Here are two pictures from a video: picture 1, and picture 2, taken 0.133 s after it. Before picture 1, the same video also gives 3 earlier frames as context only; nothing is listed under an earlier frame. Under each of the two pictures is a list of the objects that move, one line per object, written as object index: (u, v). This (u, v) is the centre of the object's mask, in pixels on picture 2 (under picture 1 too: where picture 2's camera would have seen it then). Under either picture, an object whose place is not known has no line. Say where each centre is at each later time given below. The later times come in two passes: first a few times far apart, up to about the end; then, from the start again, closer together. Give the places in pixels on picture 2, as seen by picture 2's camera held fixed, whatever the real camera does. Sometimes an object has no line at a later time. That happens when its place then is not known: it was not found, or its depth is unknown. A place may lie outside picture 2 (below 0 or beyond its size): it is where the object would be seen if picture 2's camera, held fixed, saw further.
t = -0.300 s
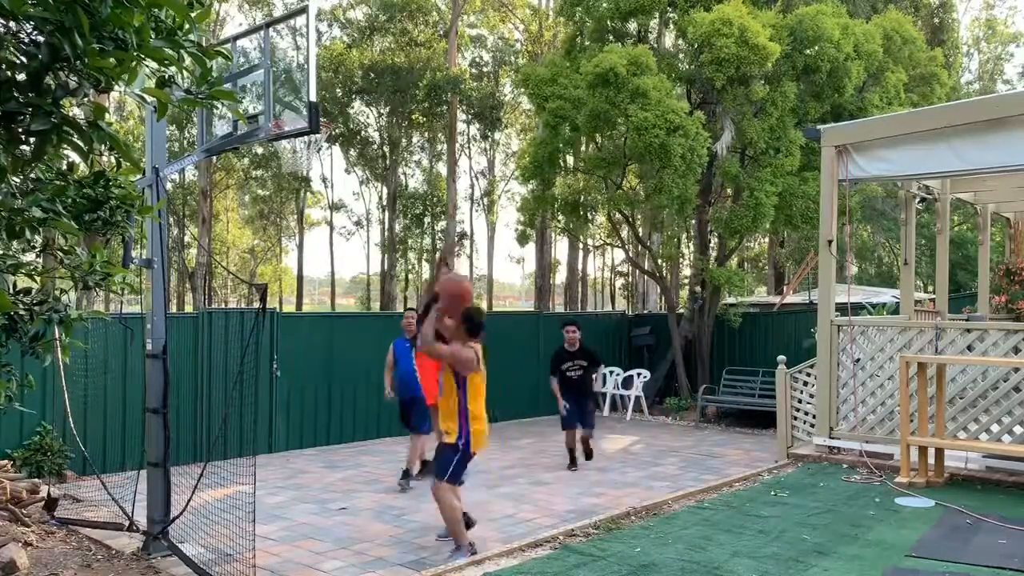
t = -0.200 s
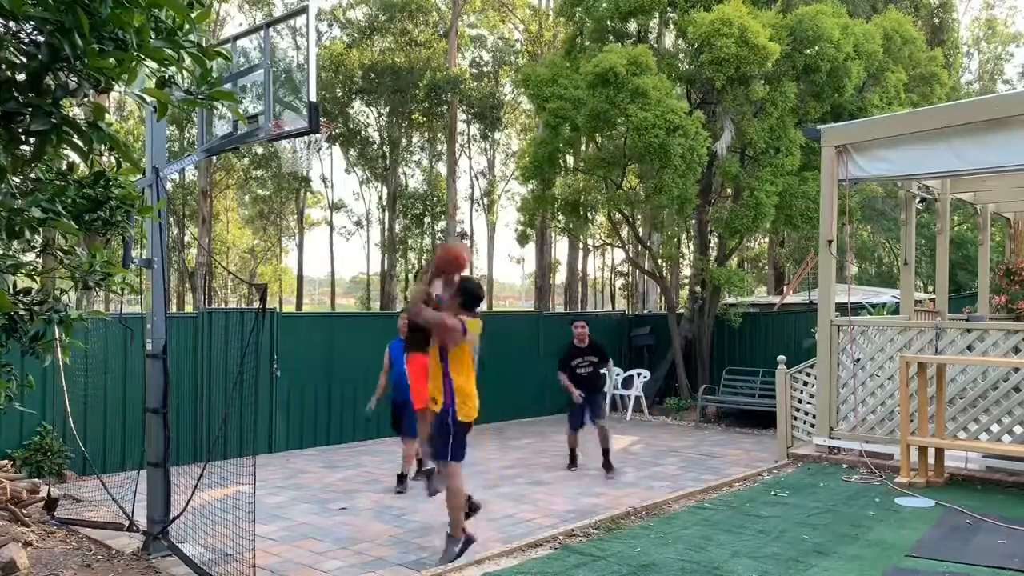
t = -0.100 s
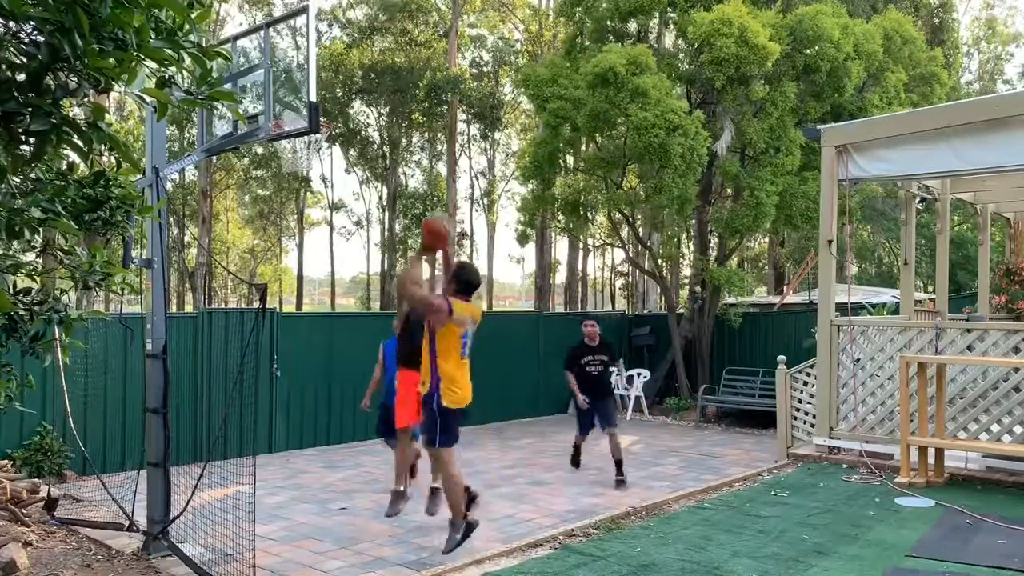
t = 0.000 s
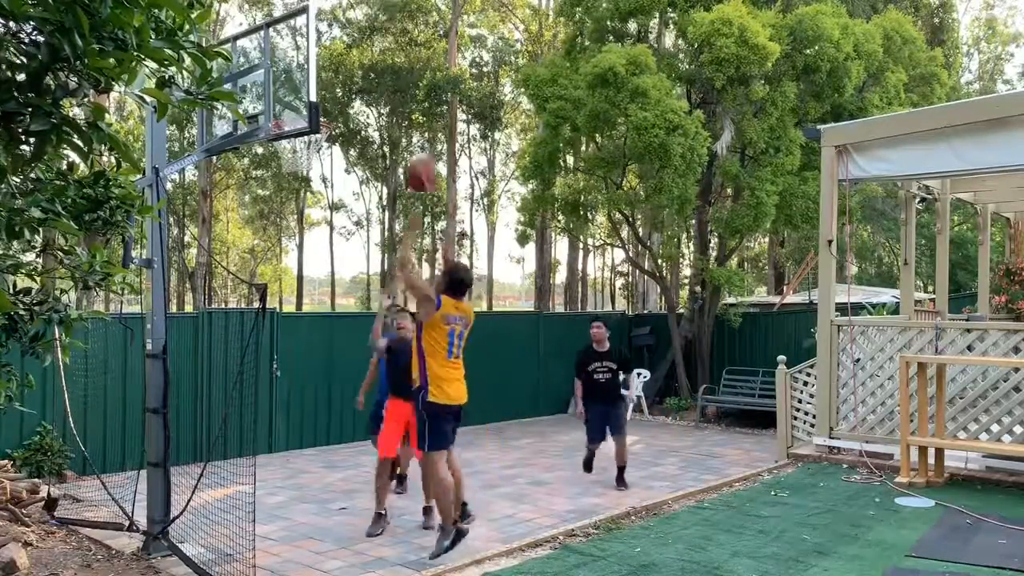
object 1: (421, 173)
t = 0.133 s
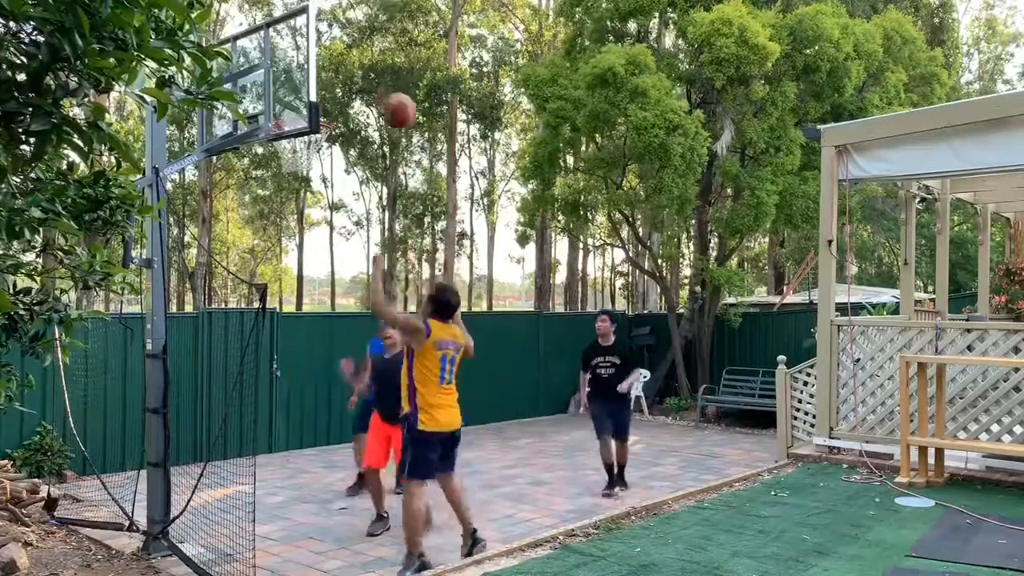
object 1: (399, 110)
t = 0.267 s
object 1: (378, 78)
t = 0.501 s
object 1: (347, 78)
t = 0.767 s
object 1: (334, 97)
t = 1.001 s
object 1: (350, 129)
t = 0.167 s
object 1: (393, 100)
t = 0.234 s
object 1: (383, 84)
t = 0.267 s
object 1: (378, 78)
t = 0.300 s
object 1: (375, 77)
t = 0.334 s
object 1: (370, 74)
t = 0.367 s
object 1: (363, 70)
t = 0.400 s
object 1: (361, 71)
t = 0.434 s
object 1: (355, 73)
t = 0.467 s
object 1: (352, 75)
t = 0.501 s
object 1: (347, 78)
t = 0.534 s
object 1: (339, 85)
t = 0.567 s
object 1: (334, 93)
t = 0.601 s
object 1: (332, 98)
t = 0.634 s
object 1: (330, 107)
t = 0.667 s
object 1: (331, 102)
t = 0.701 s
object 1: (332, 99)
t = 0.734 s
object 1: (333, 98)
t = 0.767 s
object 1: (334, 97)
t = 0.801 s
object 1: (335, 99)
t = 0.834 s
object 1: (338, 99)
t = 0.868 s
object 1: (344, 102)
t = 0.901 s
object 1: (345, 107)
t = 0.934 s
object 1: (348, 113)
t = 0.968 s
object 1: (350, 120)
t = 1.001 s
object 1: (350, 129)
